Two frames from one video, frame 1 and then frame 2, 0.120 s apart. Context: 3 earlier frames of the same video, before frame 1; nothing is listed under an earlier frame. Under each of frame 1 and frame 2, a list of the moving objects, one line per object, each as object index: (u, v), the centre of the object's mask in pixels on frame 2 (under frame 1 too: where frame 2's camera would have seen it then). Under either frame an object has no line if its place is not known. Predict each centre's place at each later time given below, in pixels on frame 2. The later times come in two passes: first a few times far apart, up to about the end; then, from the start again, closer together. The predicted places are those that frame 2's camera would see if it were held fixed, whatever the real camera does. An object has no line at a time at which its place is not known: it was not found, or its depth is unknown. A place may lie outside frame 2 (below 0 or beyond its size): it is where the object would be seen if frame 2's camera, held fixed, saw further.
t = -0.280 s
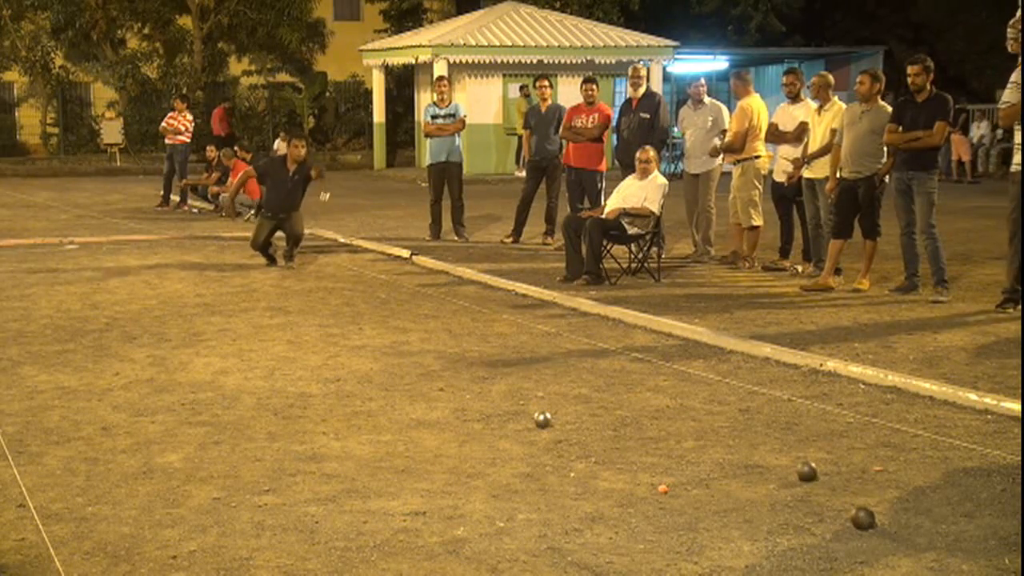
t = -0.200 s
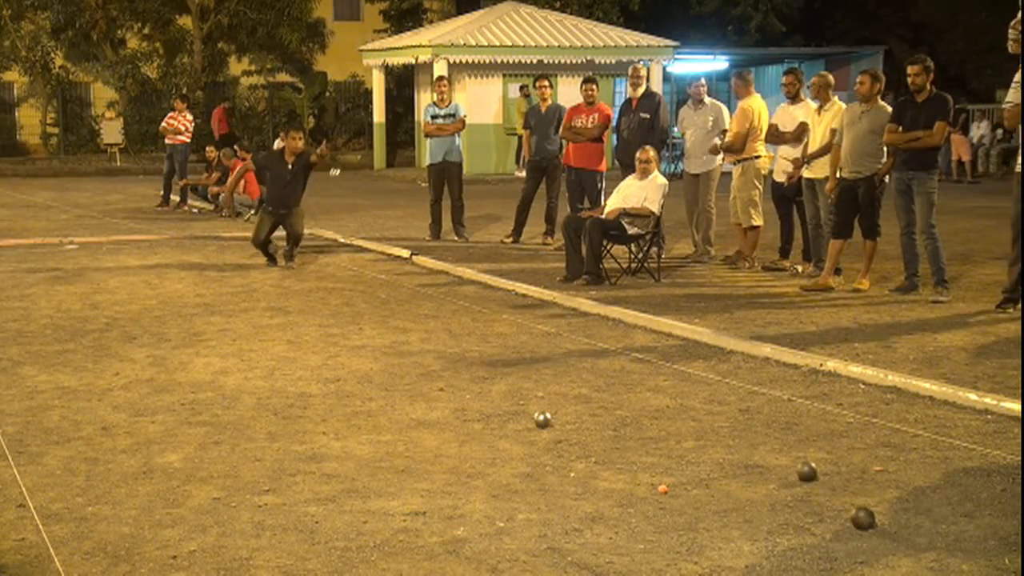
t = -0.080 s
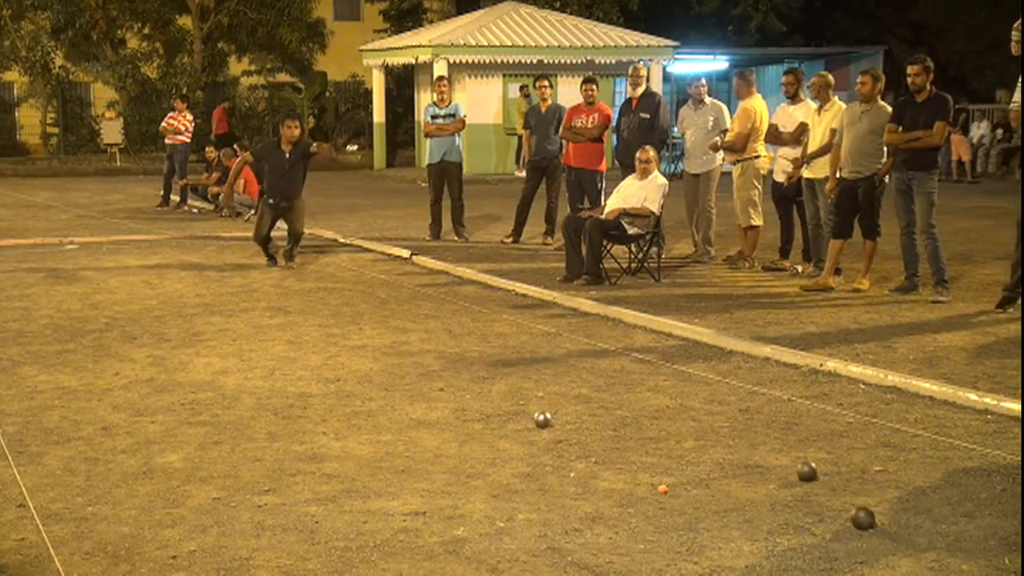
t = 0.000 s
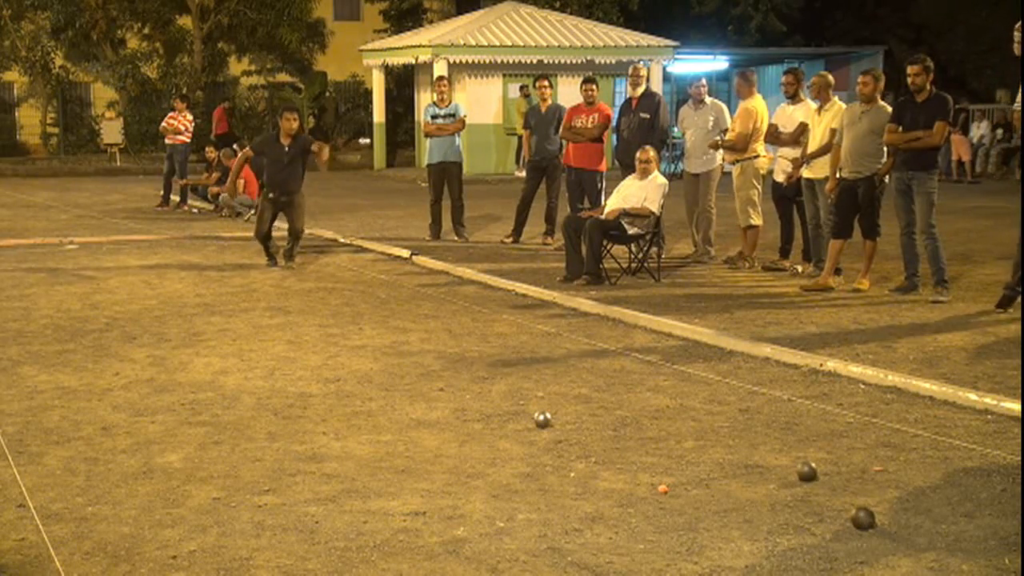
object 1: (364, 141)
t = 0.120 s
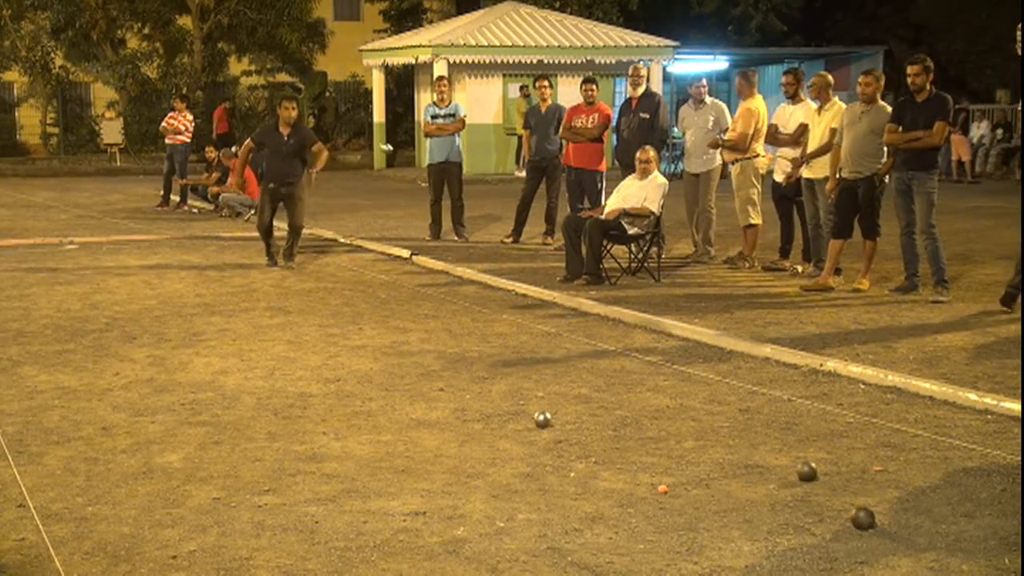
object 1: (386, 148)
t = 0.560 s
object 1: (488, 358)
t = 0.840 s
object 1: (547, 381)
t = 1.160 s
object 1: (586, 400)
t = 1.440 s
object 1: (612, 418)
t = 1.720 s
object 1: (629, 433)
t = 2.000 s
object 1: (639, 445)
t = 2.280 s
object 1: (648, 453)
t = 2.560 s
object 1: (656, 456)
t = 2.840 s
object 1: (655, 455)
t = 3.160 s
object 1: (654, 456)
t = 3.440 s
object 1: (654, 455)
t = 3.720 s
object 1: (654, 455)
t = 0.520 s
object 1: (481, 355)
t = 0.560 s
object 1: (488, 358)
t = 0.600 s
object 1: (500, 362)
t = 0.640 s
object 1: (509, 365)
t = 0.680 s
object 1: (517, 369)
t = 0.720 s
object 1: (525, 372)
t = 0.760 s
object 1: (532, 373)
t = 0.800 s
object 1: (539, 375)
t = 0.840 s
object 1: (547, 381)
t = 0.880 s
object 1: (553, 384)
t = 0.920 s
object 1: (558, 384)
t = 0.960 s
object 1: (564, 386)
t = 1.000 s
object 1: (570, 392)
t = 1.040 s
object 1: (574, 395)
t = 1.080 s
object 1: (577, 397)
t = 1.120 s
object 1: (582, 397)
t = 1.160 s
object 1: (586, 400)
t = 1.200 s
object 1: (590, 404)
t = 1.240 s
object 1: (594, 405)
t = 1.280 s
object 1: (598, 408)
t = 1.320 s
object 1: (602, 411)
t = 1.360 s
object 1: (606, 414)
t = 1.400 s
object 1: (609, 416)
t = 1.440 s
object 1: (612, 418)
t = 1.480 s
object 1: (615, 420)
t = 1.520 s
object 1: (618, 423)
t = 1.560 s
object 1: (621, 425)
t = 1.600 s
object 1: (623, 427)
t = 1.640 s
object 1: (625, 430)
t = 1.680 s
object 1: (627, 431)
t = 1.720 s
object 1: (629, 433)
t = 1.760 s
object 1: (630, 436)
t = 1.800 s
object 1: (631, 437)
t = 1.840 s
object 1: (633, 440)
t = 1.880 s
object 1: (635, 441)
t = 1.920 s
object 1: (636, 442)
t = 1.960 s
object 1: (638, 444)
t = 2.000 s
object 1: (639, 445)
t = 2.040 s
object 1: (640, 447)
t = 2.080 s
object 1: (642, 449)
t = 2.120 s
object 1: (644, 450)
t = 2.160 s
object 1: (646, 451)
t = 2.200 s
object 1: (647, 451)
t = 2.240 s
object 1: (648, 452)
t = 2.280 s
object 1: (648, 453)
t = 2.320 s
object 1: (649, 454)
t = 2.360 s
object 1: (649, 454)
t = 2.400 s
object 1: (650, 455)
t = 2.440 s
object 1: (652, 455)
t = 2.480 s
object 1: (654, 455)
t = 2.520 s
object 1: (655, 456)
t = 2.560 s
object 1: (656, 456)
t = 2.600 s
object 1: (657, 456)
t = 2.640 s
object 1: (657, 456)
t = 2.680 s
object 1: (657, 456)
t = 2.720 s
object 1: (657, 456)
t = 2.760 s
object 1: (656, 456)
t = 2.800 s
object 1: (655, 456)
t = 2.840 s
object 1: (655, 455)
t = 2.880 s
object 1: (654, 456)
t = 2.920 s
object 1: (654, 455)
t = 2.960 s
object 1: (654, 456)
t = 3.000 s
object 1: (654, 455)
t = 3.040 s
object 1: (654, 455)
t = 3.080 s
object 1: (654, 455)
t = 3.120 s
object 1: (654, 455)
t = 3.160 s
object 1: (654, 456)
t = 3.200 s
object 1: (654, 455)
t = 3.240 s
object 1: (654, 456)
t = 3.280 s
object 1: (654, 455)
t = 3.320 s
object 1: (654, 455)
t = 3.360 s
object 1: (654, 455)
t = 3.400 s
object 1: (654, 455)
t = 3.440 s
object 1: (654, 455)
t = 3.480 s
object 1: (654, 456)
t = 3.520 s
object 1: (654, 456)
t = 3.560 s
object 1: (654, 456)
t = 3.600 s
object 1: (654, 456)
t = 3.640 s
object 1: (654, 455)
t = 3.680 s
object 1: (654, 456)
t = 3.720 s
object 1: (654, 455)
